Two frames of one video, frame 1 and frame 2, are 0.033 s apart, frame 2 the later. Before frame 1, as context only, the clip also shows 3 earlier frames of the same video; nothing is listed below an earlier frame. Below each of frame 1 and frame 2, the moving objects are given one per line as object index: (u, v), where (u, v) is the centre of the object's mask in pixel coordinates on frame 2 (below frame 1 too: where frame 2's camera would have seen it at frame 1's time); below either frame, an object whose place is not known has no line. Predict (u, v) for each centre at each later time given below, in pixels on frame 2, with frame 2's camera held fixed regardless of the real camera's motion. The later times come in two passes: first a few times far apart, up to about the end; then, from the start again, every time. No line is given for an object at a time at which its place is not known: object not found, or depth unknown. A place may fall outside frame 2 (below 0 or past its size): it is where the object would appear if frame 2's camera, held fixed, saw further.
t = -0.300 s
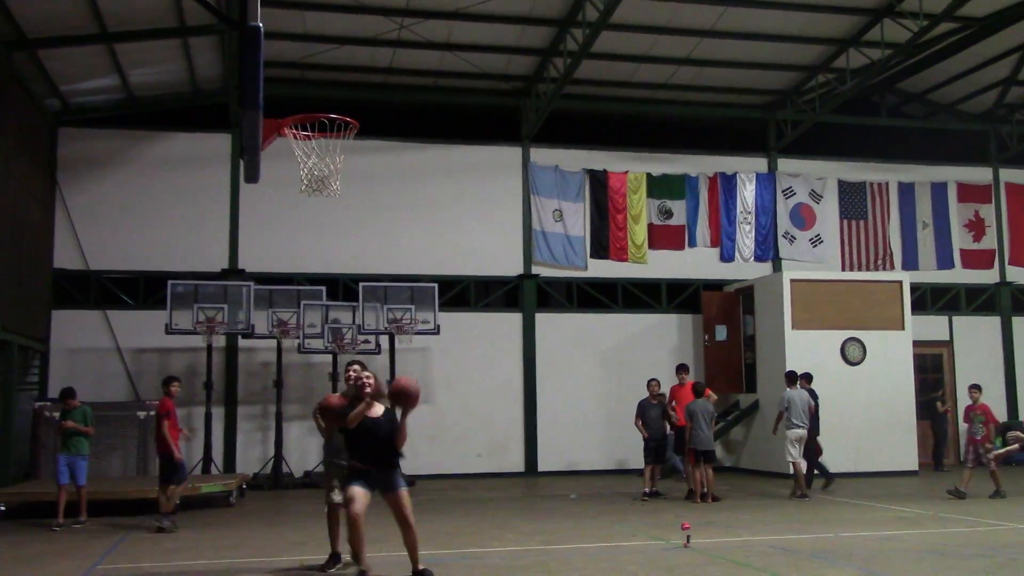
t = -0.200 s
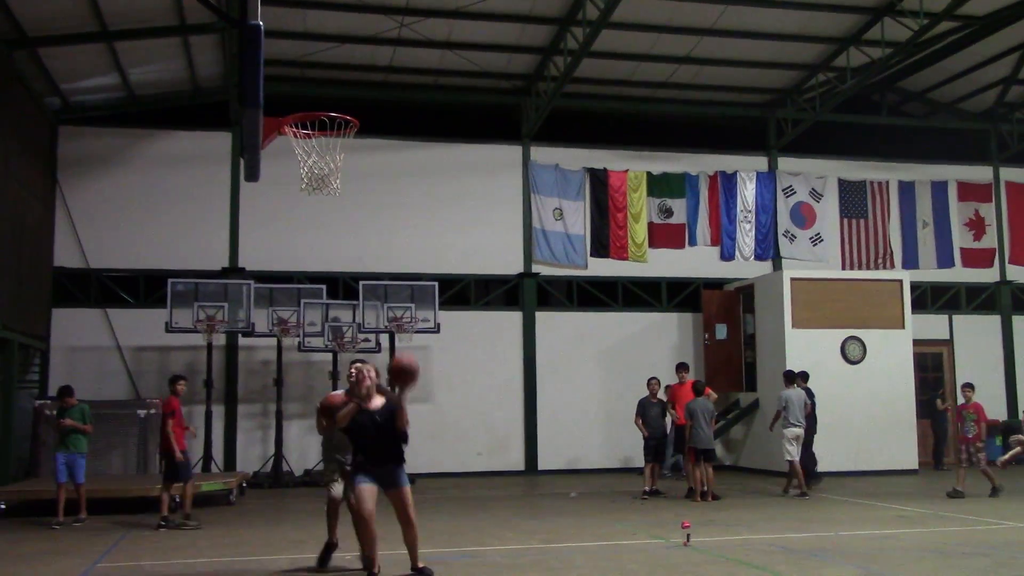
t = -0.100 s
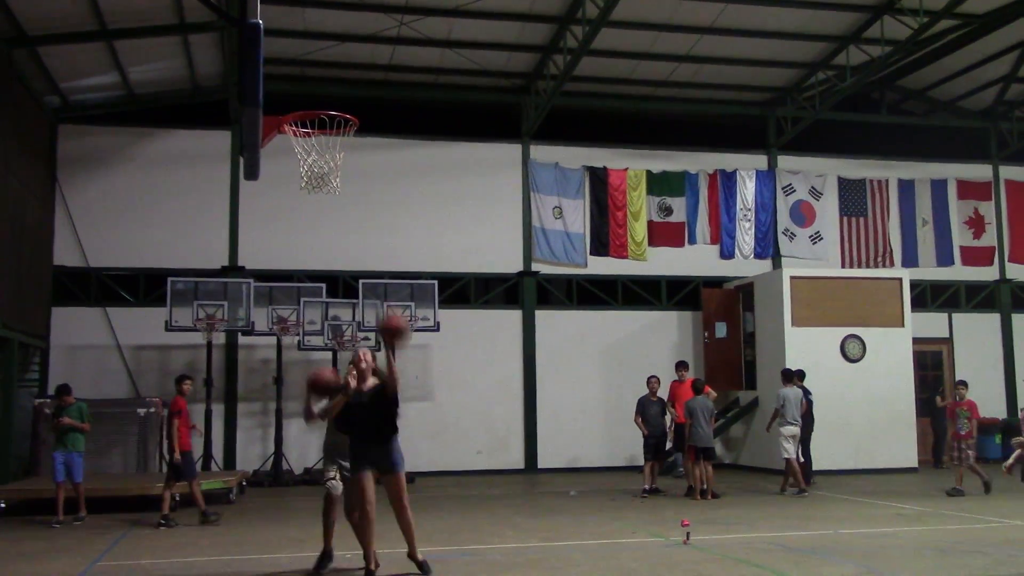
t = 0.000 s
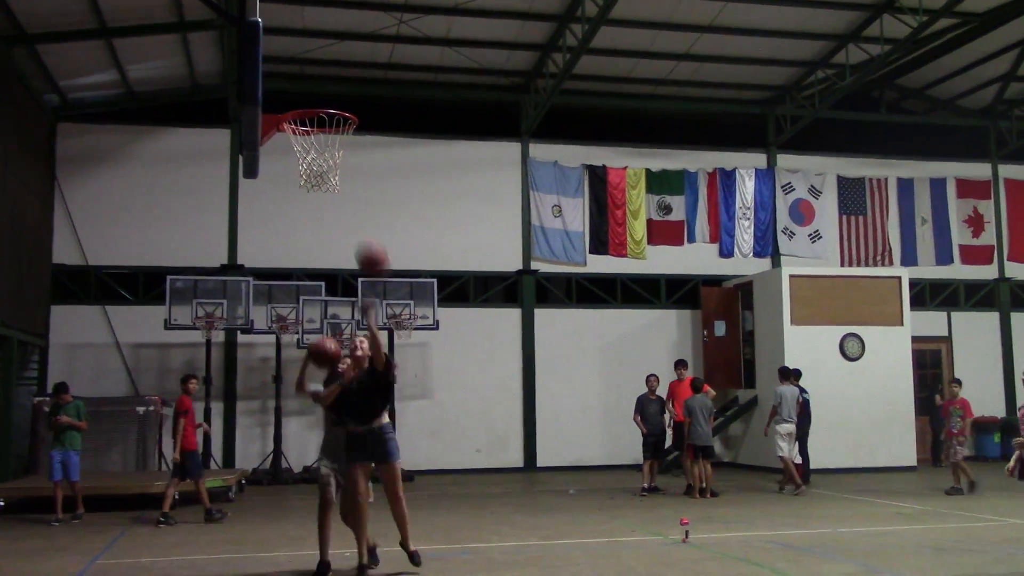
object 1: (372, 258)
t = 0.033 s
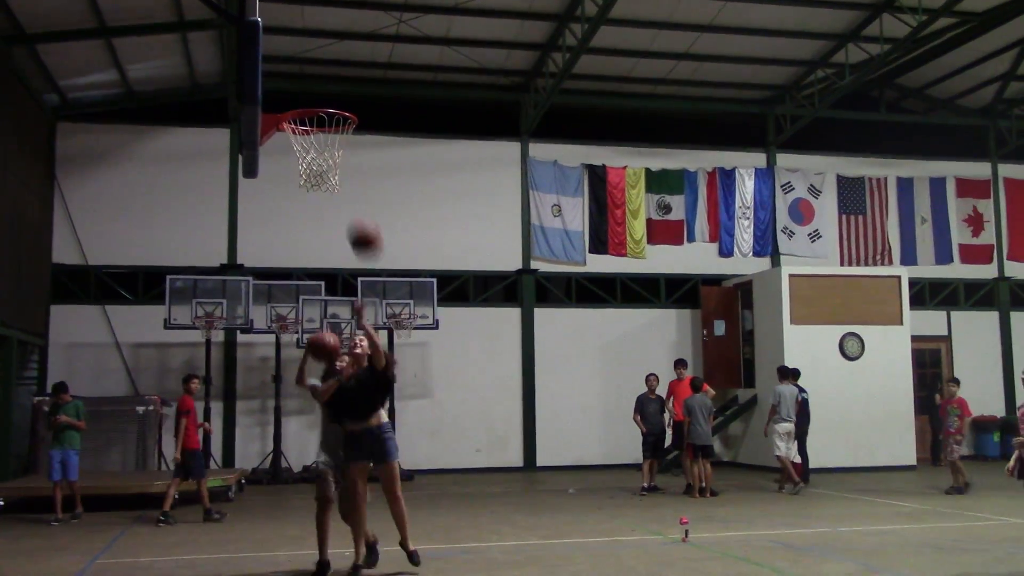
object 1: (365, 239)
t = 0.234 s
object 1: (321, 133)
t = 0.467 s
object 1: (289, 88)
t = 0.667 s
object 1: (332, 98)
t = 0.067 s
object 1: (357, 219)
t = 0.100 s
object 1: (351, 202)
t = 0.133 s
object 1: (347, 184)
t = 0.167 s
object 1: (345, 172)
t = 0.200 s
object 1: (329, 149)
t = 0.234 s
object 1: (321, 133)
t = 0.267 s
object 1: (315, 116)
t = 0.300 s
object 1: (300, 102)
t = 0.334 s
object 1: (293, 98)
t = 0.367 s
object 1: (286, 94)
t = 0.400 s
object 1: (280, 89)
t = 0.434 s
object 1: (281, 87)
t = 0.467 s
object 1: (289, 88)
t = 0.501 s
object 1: (297, 90)
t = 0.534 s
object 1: (305, 92)
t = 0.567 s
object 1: (313, 95)
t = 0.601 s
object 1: (320, 99)
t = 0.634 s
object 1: (328, 101)
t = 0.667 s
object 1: (332, 98)
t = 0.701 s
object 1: (336, 97)
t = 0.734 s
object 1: (341, 95)
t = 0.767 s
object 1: (344, 95)
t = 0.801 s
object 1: (348, 96)
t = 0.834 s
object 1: (352, 98)
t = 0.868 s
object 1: (357, 101)
